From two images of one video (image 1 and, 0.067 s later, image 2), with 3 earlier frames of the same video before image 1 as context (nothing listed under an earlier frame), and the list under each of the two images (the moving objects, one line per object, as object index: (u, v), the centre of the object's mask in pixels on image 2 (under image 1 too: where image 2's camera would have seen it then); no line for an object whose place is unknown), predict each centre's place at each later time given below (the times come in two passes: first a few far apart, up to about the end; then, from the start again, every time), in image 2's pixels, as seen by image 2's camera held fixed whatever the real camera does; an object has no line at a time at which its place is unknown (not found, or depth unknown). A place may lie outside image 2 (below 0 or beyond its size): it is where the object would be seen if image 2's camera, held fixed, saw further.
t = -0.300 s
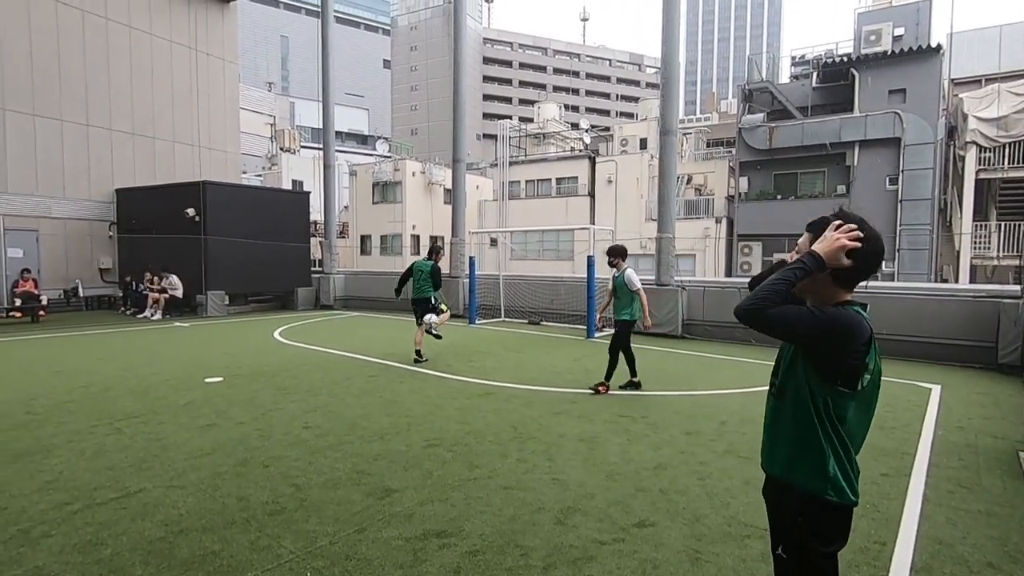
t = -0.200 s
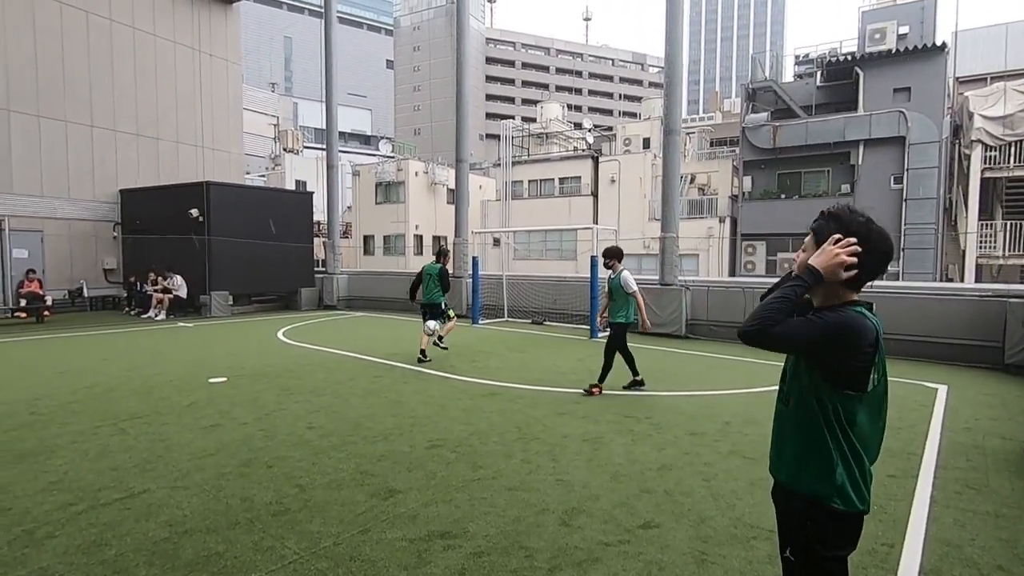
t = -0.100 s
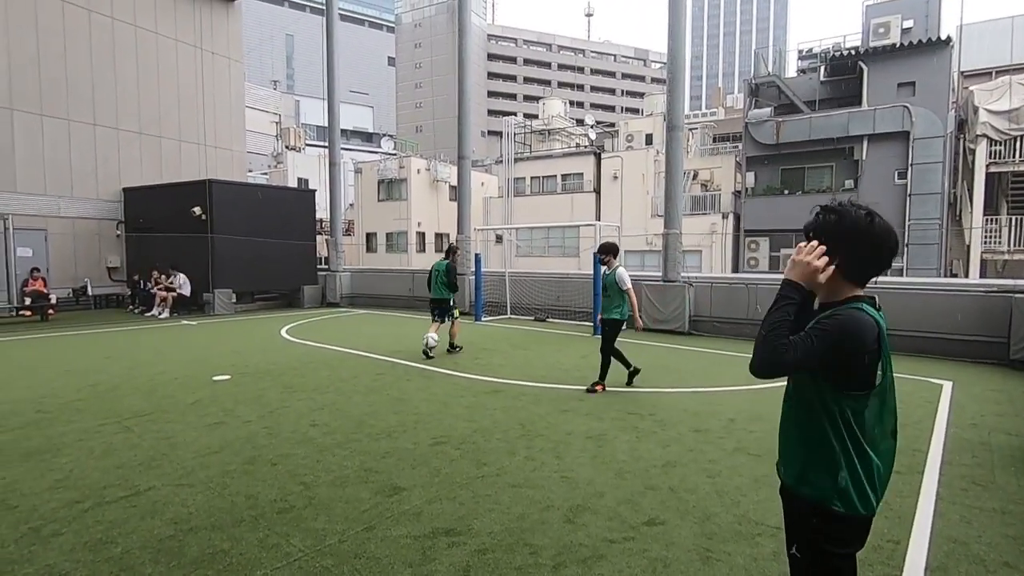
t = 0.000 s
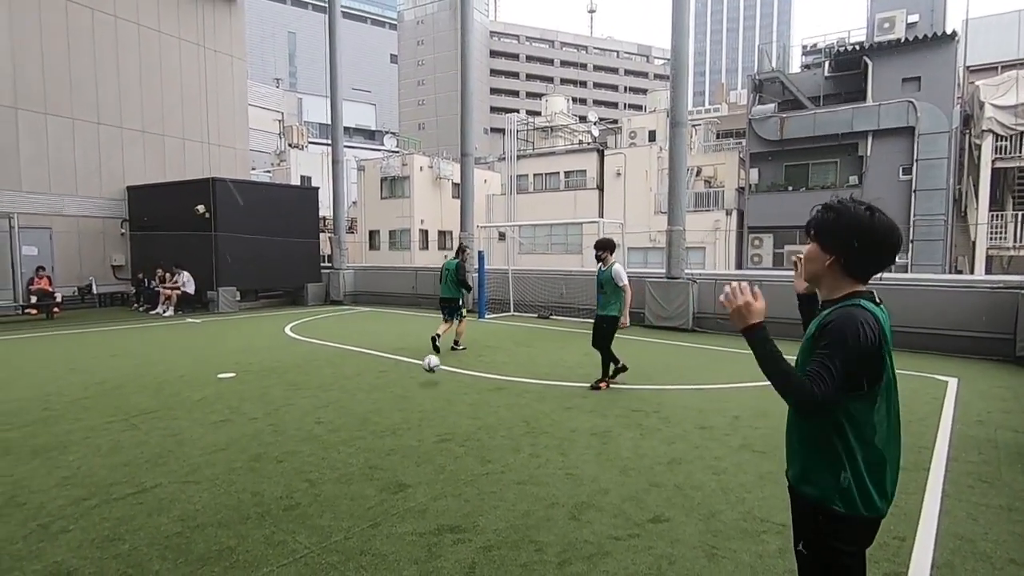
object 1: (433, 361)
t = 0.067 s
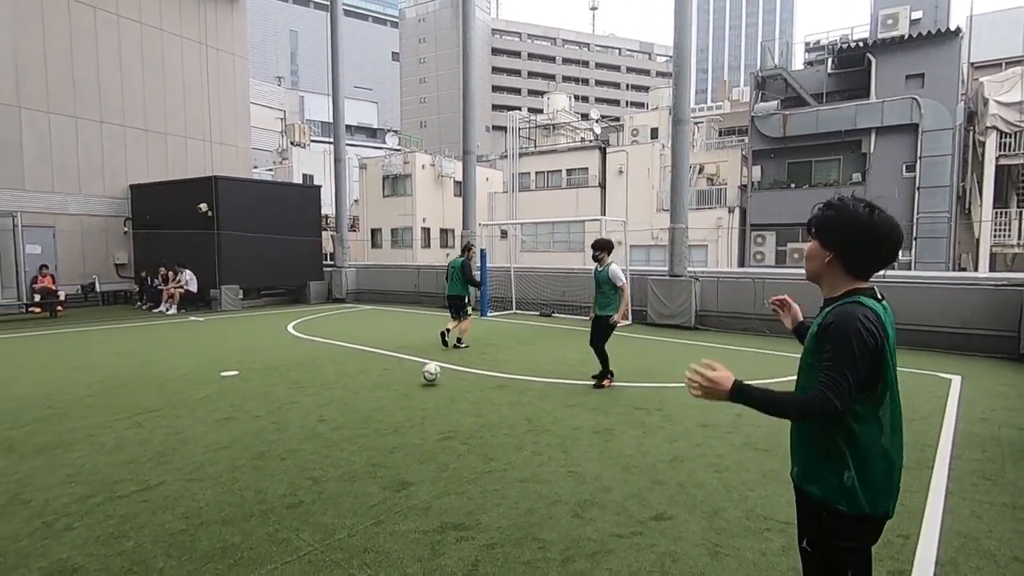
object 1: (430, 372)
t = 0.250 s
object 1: (422, 370)
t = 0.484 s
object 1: (411, 395)
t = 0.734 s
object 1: (397, 416)
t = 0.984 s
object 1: (382, 437)
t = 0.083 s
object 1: (430, 371)
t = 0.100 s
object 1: (430, 370)
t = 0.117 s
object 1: (428, 369)
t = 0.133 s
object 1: (428, 368)
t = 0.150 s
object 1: (427, 368)
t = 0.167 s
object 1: (426, 367)
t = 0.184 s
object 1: (426, 367)
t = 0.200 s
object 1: (425, 368)
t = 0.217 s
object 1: (424, 368)
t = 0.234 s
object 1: (423, 369)
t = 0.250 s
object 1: (422, 370)
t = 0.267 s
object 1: (422, 371)
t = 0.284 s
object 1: (421, 372)
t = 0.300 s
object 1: (420, 374)
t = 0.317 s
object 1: (420, 376)
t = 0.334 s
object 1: (419, 379)
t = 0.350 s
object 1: (418, 381)
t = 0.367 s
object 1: (417, 385)
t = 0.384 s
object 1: (416, 389)
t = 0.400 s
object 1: (415, 392)
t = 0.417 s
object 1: (414, 395)
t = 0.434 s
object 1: (413, 395)
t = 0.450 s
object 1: (412, 395)
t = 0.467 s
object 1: (412, 395)
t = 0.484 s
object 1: (411, 395)
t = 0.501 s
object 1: (410, 395)
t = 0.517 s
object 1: (409, 396)
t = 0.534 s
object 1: (408, 397)
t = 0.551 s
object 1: (408, 398)
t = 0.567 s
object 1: (407, 400)
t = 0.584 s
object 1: (406, 403)
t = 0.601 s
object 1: (405, 405)
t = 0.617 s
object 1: (404, 407)
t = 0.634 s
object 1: (403, 408)
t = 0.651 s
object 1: (402, 409)
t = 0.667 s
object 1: (401, 411)
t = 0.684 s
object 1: (400, 411)
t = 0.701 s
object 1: (399, 413)
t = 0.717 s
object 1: (398, 414)
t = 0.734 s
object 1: (397, 416)
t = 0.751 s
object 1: (396, 417)
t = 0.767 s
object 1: (396, 418)
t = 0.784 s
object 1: (394, 419)
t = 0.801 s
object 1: (393, 421)
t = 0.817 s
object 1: (393, 423)
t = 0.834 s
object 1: (392, 424)
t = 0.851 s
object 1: (391, 426)
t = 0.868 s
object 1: (390, 427)
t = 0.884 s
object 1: (389, 428)
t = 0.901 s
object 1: (388, 429)
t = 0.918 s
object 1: (387, 430)
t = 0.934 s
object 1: (386, 432)
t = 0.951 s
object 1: (384, 434)
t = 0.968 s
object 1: (383, 435)
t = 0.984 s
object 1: (382, 437)
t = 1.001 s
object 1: (381, 438)
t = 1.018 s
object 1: (380, 439)
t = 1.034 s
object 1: (379, 440)
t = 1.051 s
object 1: (377, 443)
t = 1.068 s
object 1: (376, 444)
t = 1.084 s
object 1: (375, 446)
